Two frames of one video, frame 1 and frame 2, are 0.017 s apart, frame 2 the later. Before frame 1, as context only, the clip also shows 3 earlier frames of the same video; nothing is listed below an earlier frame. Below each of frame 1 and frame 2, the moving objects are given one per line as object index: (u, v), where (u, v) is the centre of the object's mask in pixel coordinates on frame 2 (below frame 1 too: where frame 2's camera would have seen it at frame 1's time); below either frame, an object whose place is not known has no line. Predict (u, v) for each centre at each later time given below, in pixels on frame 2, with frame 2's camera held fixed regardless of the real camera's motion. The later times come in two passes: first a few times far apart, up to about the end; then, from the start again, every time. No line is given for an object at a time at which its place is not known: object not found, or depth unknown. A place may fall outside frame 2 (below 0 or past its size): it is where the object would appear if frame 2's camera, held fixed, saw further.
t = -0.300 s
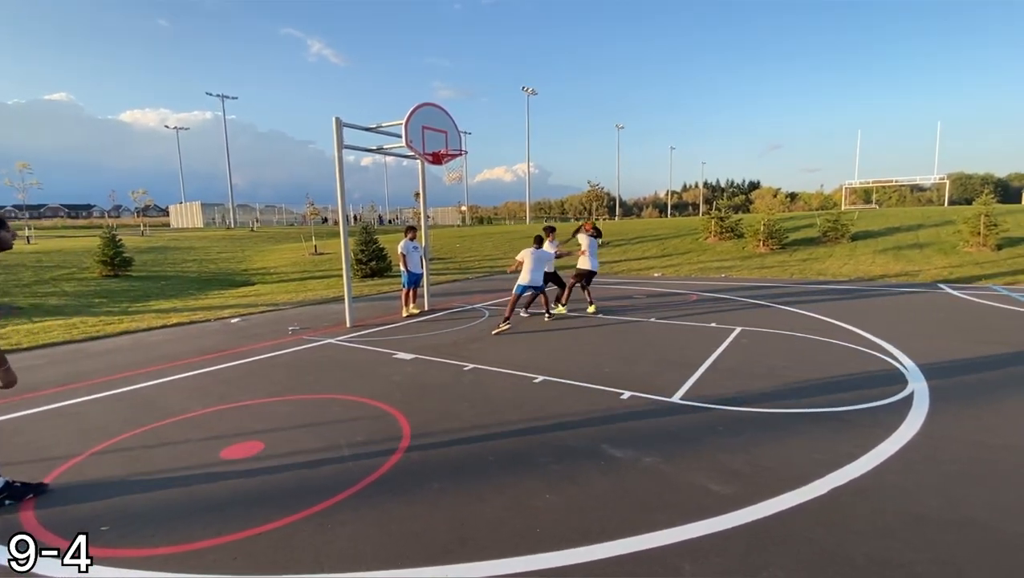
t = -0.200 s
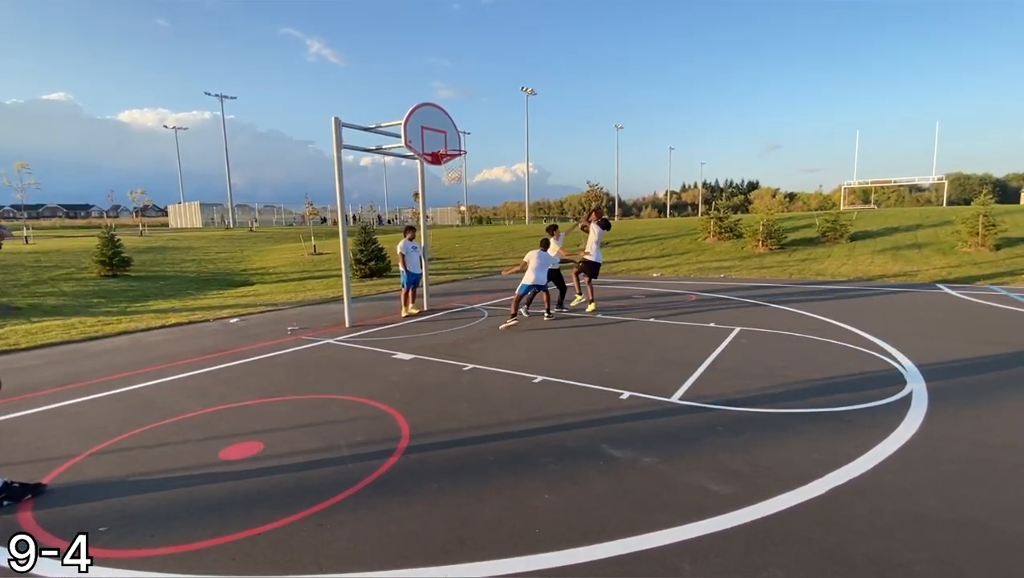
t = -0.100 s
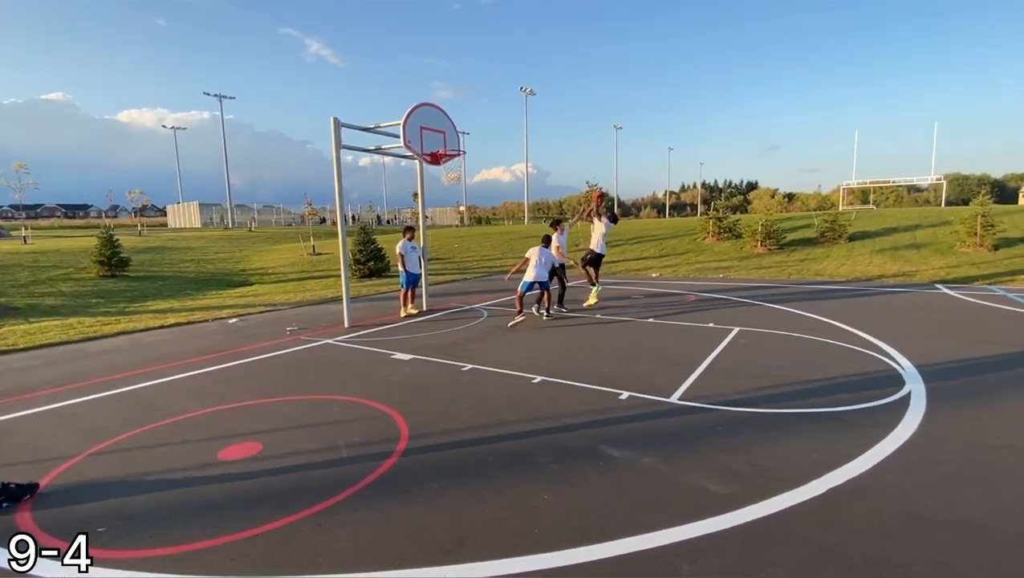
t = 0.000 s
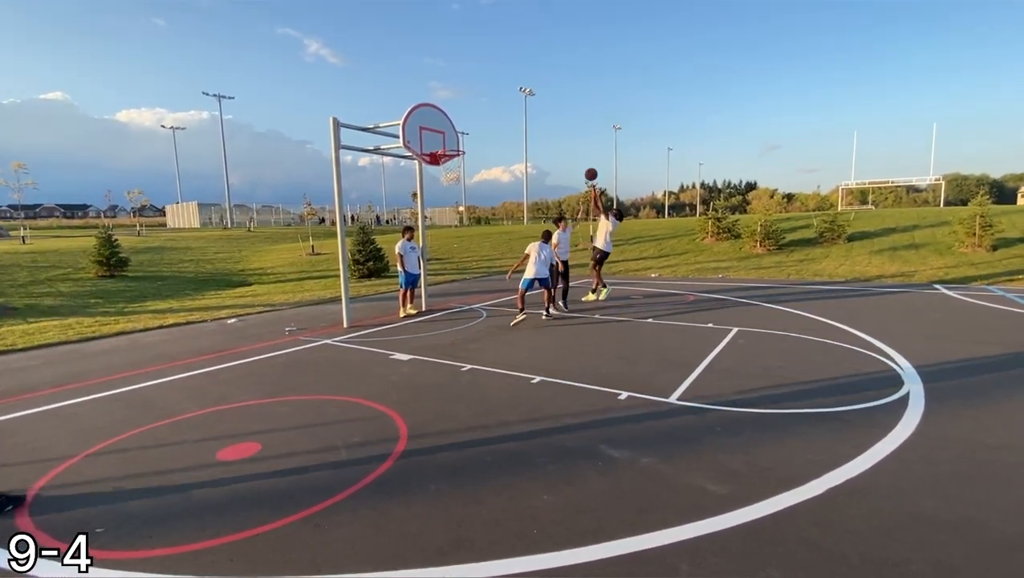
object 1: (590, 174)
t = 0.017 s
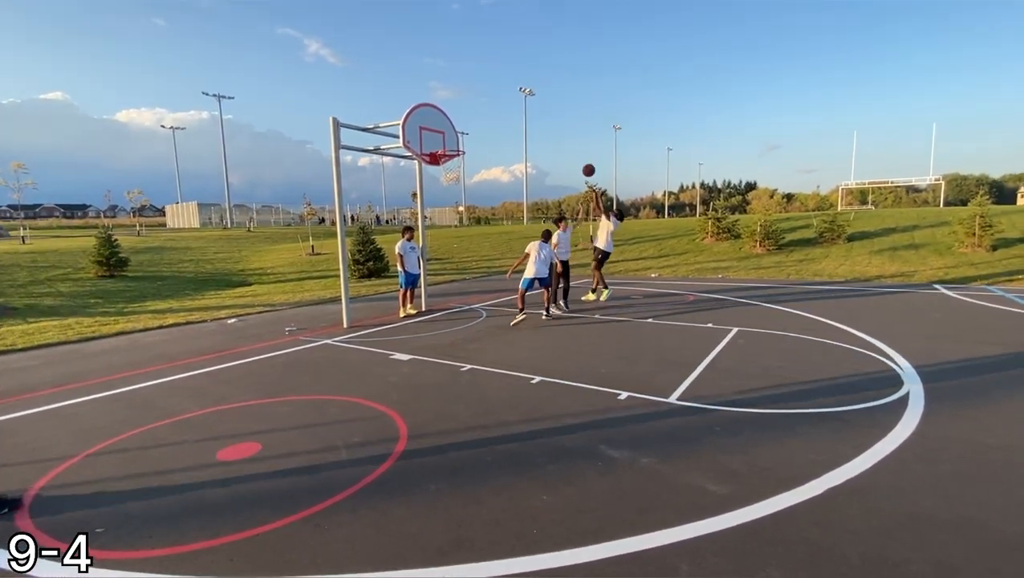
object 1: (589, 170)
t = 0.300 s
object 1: (548, 120)
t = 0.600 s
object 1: (502, 114)
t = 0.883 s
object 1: (472, 139)
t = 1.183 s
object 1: (505, 124)
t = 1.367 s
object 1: (525, 142)
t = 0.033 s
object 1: (586, 166)
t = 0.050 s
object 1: (584, 162)
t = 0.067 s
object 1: (582, 158)
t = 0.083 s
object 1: (579, 154)
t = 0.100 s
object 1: (577, 151)
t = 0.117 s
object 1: (575, 148)
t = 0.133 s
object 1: (572, 145)
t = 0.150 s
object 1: (570, 141)
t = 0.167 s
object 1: (568, 138)
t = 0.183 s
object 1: (565, 135)
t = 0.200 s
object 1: (563, 133)
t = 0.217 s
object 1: (560, 130)
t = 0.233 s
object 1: (558, 128)
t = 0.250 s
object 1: (555, 126)
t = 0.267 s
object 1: (553, 124)
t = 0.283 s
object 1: (551, 122)
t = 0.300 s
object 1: (548, 120)
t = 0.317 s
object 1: (546, 118)
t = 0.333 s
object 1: (543, 116)
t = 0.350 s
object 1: (541, 115)
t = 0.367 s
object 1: (538, 114)
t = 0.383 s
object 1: (536, 113)
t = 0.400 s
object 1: (533, 112)
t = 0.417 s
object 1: (531, 111)
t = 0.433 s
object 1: (528, 111)
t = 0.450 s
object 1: (526, 110)
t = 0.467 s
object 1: (523, 110)
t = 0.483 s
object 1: (520, 110)
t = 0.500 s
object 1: (518, 110)
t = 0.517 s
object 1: (515, 111)
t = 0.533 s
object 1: (513, 111)
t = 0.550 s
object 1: (510, 111)
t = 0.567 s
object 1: (507, 112)
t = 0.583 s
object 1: (505, 113)
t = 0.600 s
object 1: (502, 114)
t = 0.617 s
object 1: (499, 116)
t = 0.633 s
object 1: (497, 117)
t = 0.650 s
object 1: (495, 119)
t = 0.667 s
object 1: (492, 121)
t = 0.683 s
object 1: (489, 123)
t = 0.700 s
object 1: (486, 125)
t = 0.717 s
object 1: (484, 127)
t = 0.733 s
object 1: (481, 130)
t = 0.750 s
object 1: (479, 133)
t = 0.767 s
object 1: (476, 136)
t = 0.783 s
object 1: (473, 138)
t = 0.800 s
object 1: (471, 142)
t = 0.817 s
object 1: (468, 145)
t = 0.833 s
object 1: (468, 147)
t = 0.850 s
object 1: (469, 145)
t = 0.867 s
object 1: (471, 142)
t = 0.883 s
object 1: (472, 139)
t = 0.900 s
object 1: (474, 137)
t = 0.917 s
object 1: (476, 135)
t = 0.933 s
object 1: (478, 133)
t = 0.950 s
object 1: (480, 131)
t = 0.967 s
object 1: (482, 129)
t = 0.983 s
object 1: (483, 128)
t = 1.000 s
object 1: (485, 127)
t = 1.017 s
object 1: (487, 126)
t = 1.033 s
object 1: (489, 125)
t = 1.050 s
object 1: (490, 124)
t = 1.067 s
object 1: (492, 124)
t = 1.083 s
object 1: (494, 123)
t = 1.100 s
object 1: (496, 123)
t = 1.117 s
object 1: (498, 123)
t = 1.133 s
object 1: (499, 123)
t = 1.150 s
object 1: (501, 123)
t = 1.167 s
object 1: (503, 123)
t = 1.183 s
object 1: (505, 124)
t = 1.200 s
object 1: (507, 125)
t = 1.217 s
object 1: (509, 126)
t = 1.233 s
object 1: (510, 127)
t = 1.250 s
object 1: (512, 128)
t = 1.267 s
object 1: (514, 130)
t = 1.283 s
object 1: (516, 131)
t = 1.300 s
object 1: (517, 133)
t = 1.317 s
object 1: (519, 135)
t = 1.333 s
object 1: (521, 137)
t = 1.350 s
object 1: (523, 139)
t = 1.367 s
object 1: (525, 142)
